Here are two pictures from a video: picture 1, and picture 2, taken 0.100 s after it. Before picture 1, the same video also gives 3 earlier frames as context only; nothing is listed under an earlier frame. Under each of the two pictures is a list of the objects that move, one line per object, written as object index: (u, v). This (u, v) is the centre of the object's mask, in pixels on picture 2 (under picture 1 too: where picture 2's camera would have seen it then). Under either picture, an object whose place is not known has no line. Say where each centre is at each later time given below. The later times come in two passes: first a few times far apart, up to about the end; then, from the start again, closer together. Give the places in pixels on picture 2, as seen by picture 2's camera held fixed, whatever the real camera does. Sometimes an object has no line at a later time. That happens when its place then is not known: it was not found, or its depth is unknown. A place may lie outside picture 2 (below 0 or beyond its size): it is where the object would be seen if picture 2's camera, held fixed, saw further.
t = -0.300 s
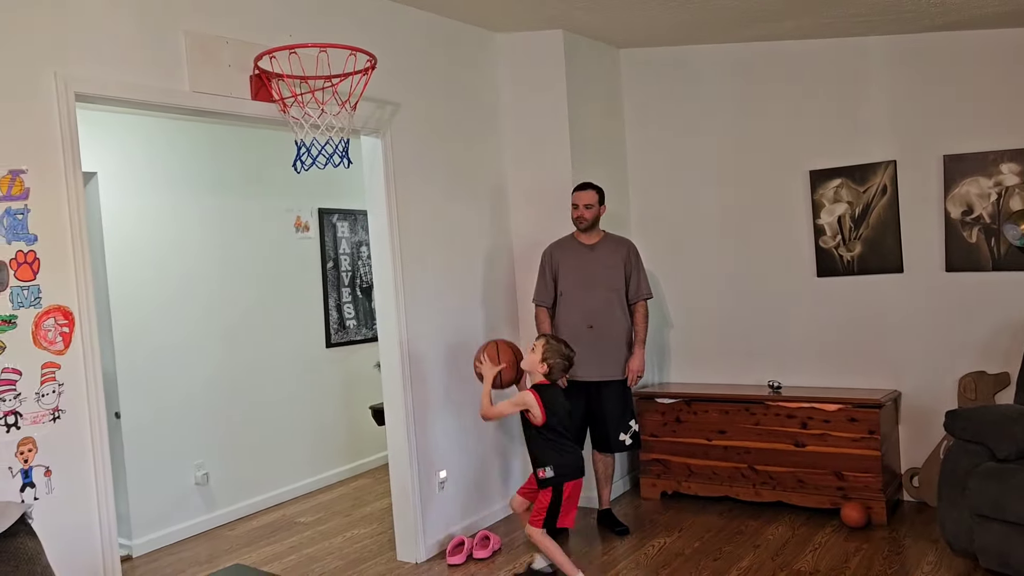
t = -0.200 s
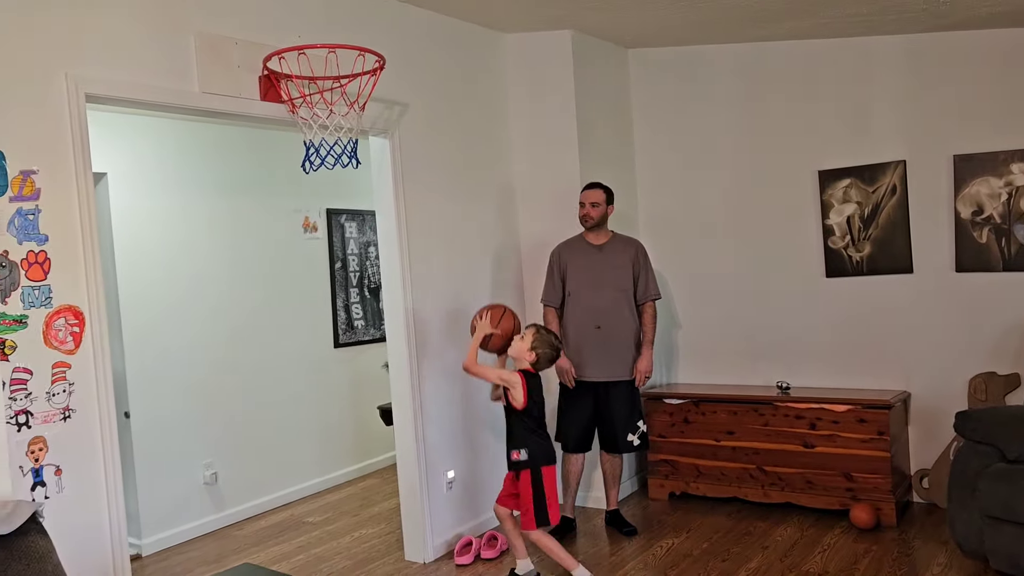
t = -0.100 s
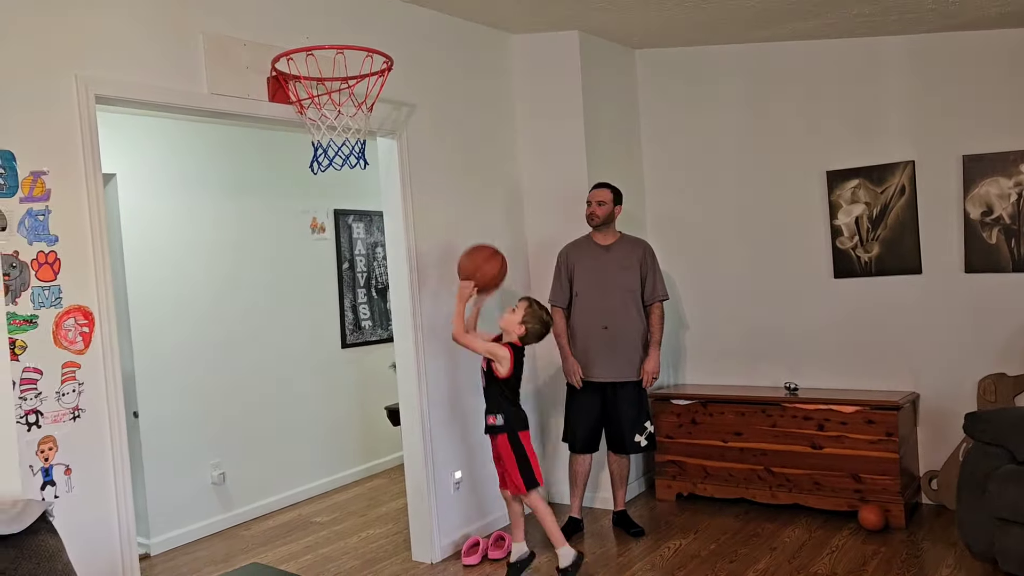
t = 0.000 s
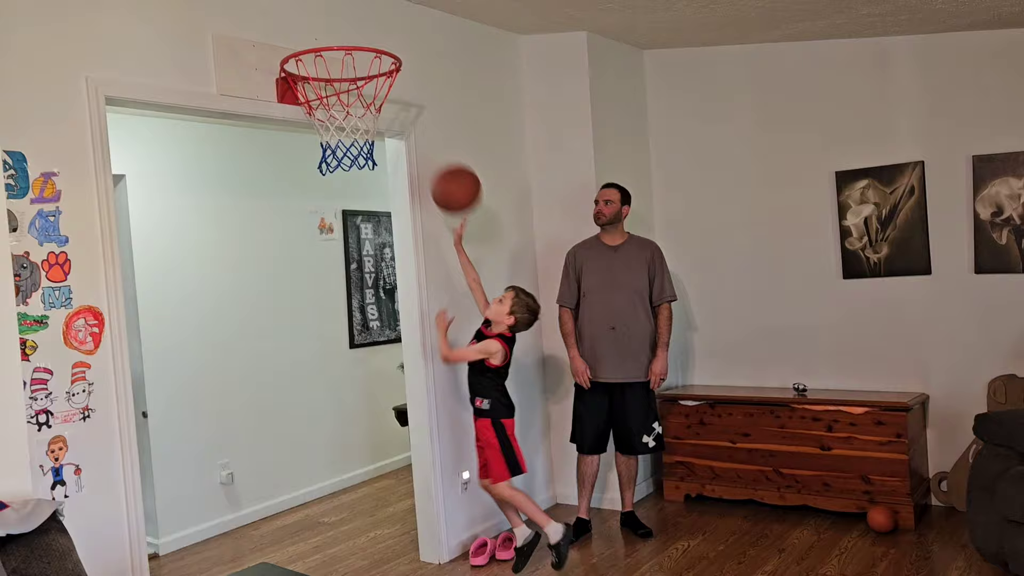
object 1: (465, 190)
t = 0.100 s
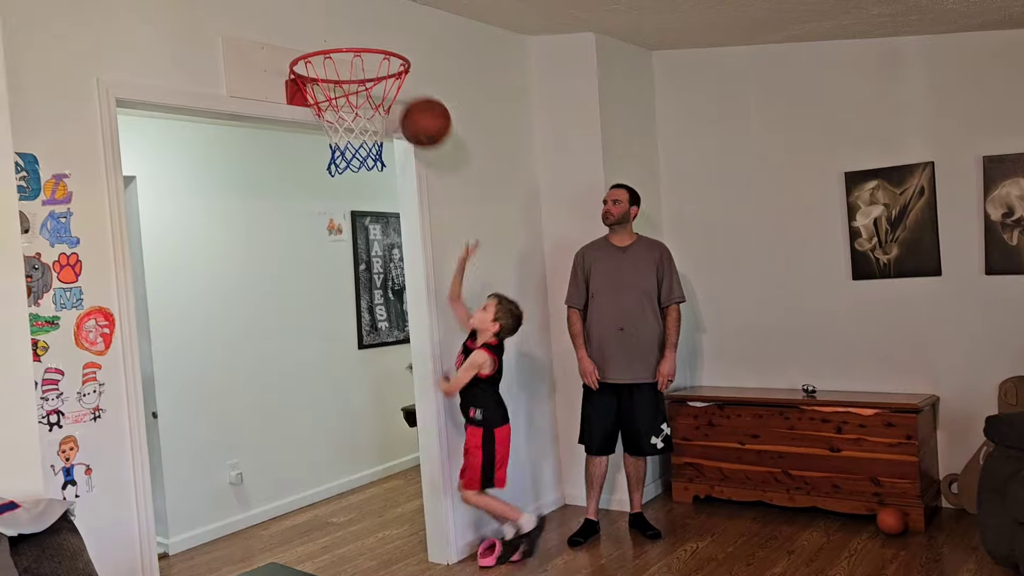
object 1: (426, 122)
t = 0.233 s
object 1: (375, 62)
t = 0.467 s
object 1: (361, 50)
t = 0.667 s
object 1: (370, 143)
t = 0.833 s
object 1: (379, 295)
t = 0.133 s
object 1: (414, 105)
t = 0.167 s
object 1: (400, 89)
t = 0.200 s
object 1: (387, 75)
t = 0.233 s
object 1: (375, 62)
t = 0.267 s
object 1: (361, 54)
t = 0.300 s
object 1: (360, 47)
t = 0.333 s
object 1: (360, 43)
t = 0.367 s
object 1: (360, 40)
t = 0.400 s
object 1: (360, 41)
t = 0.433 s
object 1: (360, 44)
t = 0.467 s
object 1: (361, 50)
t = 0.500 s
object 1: (361, 58)
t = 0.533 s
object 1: (363, 69)
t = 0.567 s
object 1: (364, 83)
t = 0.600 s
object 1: (365, 100)
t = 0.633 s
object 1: (367, 120)
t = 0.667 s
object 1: (370, 143)
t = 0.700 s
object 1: (370, 168)
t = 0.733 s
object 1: (372, 194)
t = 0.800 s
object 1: (377, 258)
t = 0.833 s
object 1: (379, 295)
